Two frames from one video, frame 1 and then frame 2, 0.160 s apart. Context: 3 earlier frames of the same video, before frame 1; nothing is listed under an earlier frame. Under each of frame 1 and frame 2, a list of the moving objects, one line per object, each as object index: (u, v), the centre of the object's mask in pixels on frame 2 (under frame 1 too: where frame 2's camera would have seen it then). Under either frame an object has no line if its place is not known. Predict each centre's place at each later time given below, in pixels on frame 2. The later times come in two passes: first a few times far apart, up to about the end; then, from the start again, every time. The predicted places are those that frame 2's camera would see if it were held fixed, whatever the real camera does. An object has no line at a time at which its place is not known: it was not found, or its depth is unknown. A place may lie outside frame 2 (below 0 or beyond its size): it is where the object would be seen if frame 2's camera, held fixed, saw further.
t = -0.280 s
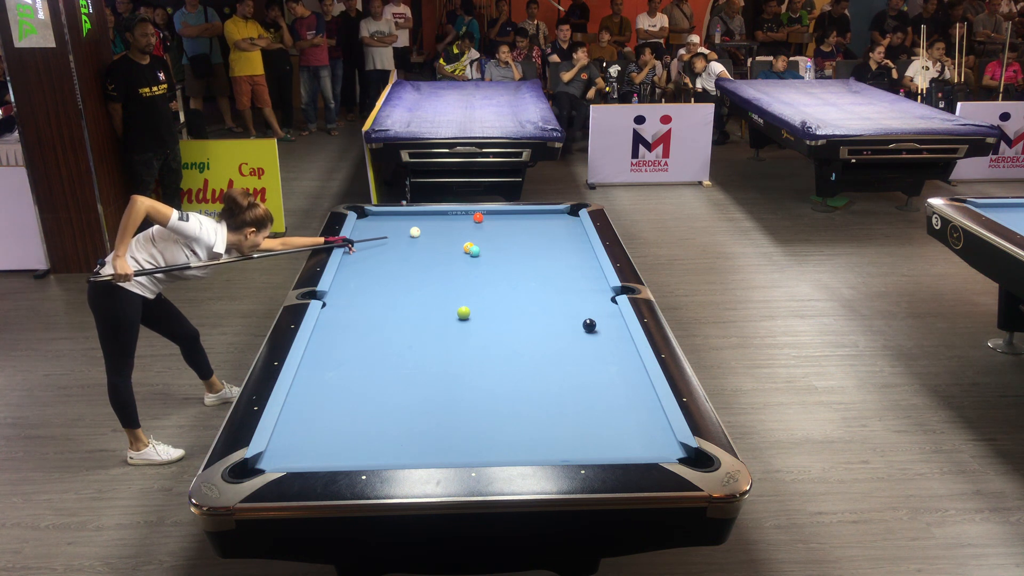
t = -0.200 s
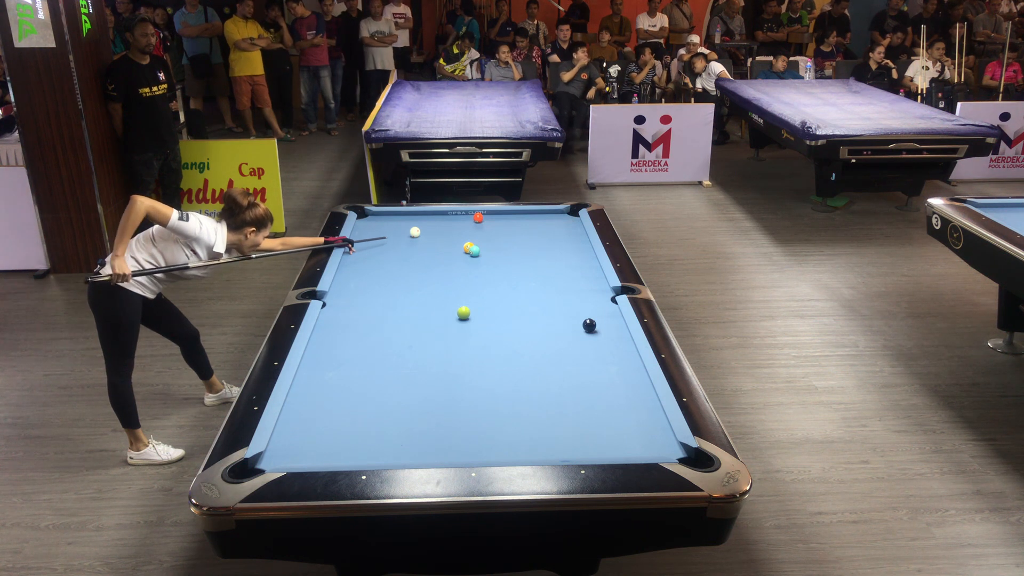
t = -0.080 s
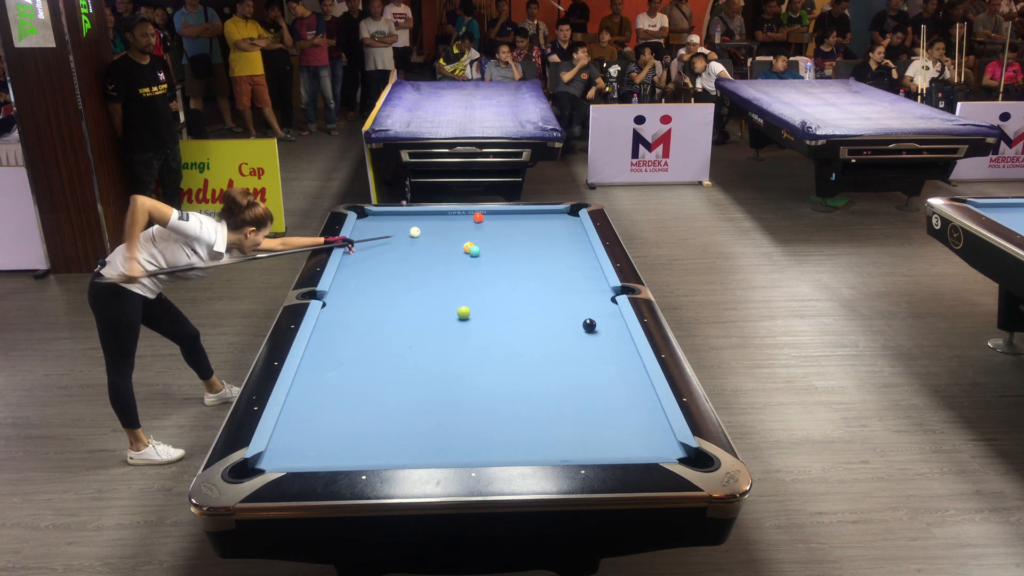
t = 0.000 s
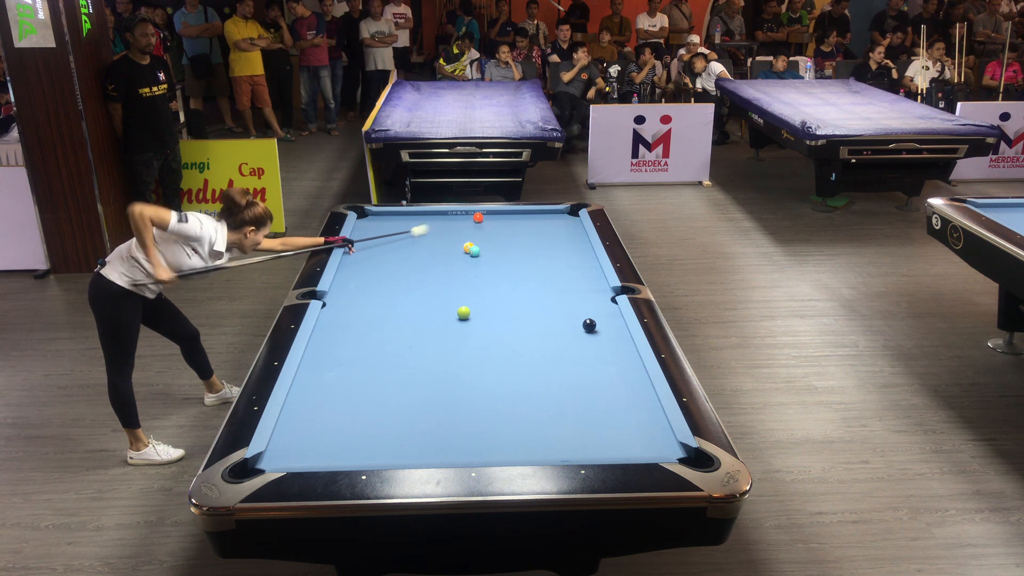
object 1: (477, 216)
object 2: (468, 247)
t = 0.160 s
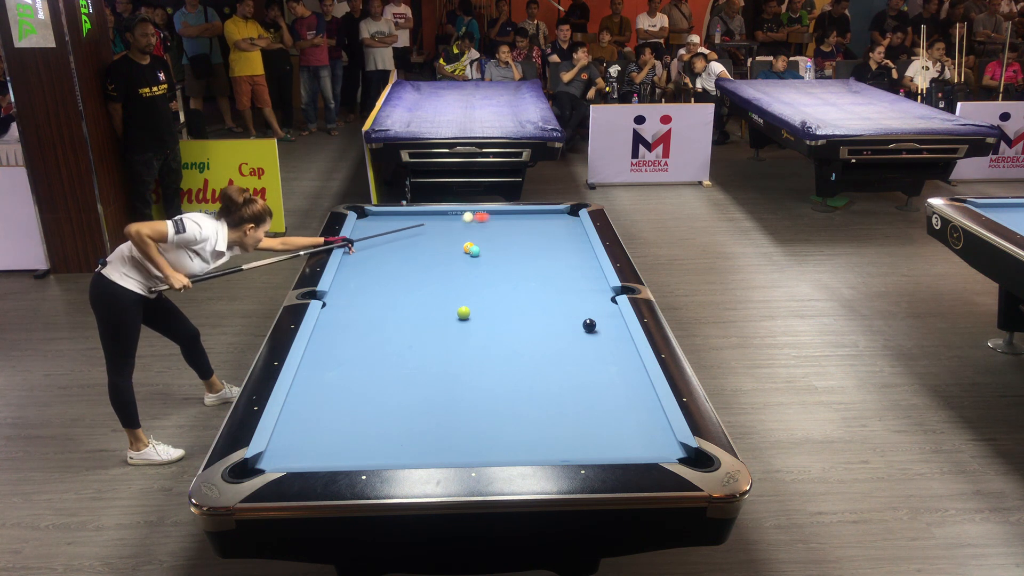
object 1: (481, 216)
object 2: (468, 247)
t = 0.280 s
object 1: (512, 216)
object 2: (468, 247)
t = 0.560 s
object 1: (569, 214)
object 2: (468, 247)
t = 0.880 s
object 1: (550, 212)
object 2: (468, 247)
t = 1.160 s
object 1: (535, 214)
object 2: (467, 247)
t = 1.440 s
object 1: (521, 216)
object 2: (460, 250)
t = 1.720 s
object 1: (508, 217)
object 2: (451, 252)
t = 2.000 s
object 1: (495, 219)
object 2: (444, 253)
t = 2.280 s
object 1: (484, 221)
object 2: (437, 255)
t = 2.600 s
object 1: (472, 222)
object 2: (431, 256)
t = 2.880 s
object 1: (463, 224)
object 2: (427, 258)
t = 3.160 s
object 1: (454, 225)
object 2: (423, 258)
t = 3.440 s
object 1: (447, 226)
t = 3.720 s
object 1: (441, 227)
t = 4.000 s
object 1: (435, 227)
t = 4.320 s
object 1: (431, 228)
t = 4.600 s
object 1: (428, 228)
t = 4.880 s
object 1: (427, 229)
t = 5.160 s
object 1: (426, 229)
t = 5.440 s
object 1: (426, 229)
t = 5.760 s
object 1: (426, 229)
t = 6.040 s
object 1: (426, 229)
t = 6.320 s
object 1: (426, 229)
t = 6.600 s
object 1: (426, 229)
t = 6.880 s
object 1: (426, 229)
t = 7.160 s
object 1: (426, 229)
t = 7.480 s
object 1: (426, 229)
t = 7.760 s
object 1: (426, 229)
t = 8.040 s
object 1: (426, 229)
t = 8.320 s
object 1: (426, 229)
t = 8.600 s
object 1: (426, 229)
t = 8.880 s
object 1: (426, 229)
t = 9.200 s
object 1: (426, 229)
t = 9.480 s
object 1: (426, 229)
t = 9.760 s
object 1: (426, 229)
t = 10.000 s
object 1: (426, 229)
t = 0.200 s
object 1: (489, 215)
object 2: (468, 247)
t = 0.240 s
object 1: (503, 216)
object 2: (468, 247)
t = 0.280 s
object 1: (512, 216)
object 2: (468, 247)
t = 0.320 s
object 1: (522, 215)
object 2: (468, 247)
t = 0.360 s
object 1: (530, 215)
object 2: (468, 247)
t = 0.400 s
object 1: (538, 215)
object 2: (468, 247)
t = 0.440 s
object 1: (546, 215)
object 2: (467, 247)
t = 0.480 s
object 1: (554, 214)
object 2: (468, 247)
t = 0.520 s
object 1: (561, 214)
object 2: (467, 247)
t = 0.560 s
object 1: (569, 214)
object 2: (468, 247)
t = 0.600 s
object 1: (573, 214)
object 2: (468, 247)
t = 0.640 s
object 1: (568, 213)
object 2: (468, 247)
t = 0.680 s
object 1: (565, 213)
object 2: (468, 247)
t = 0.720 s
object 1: (561, 212)
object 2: (468, 247)
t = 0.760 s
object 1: (558, 212)
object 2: (467, 247)
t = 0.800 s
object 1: (555, 212)
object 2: (468, 247)
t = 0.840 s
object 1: (552, 212)
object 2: (468, 247)
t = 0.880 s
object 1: (550, 212)
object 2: (468, 247)
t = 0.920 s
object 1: (548, 212)
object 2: (468, 247)
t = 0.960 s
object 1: (546, 213)
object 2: (468, 247)
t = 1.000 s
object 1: (544, 213)
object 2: (467, 247)
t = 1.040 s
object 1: (542, 213)
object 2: (467, 247)
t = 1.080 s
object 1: (540, 214)
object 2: (467, 247)
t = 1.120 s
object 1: (537, 214)
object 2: (467, 247)
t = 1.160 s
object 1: (535, 214)
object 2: (467, 247)
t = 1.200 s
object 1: (533, 214)
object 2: (467, 247)
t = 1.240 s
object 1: (531, 214)
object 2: (466, 248)
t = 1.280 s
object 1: (529, 215)
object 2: (465, 248)
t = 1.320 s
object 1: (527, 215)
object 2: (464, 249)
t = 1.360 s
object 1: (525, 215)
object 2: (463, 249)
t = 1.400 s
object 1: (523, 215)
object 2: (461, 249)
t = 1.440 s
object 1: (521, 216)
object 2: (460, 250)
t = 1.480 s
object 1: (519, 216)
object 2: (459, 250)
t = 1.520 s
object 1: (517, 216)
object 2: (457, 250)
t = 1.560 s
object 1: (515, 216)
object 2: (456, 250)
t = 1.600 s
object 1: (513, 217)
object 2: (455, 251)
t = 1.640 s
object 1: (511, 217)
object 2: (454, 251)
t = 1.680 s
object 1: (510, 217)
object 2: (453, 251)
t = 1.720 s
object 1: (508, 217)
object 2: (451, 252)
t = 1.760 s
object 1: (506, 218)
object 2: (450, 252)
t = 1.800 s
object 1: (504, 218)
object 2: (449, 252)
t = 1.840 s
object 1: (502, 218)
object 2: (448, 252)
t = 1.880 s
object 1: (501, 218)
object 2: (447, 253)
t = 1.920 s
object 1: (499, 218)
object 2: (446, 253)
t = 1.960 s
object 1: (497, 219)
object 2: (445, 253)
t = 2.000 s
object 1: (495, 219)
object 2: (444, 253)
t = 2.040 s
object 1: (494, 219)
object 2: (443, 254)
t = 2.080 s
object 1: (492, 219)
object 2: (442, 254)
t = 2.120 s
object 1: (490, 220)
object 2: (441, 254)
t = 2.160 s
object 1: (489, 220)
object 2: (440, 255)
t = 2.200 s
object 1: (487, 220)
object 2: (439, 255)
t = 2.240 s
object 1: (486, 220)
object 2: (438, 255)
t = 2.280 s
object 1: (484, 221)
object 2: (437, 255)
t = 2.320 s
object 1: (482, 221)
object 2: (436, 255)
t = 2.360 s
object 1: (481, 221)
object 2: (436, 255)
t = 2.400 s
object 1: (479, 221)
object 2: (435, 256)
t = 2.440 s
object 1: (478, 221)
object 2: (434, 256)
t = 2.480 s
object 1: (476, 222)
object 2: (433, 256)
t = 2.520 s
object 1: (475, 222)
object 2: (432, 256)
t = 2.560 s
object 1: (473, 222)
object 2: (432, 256)
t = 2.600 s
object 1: (472, 222)
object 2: (431, 256)
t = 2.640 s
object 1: (470, 222)
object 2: (430, 257)
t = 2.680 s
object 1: (469, 223)
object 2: (430, 257)
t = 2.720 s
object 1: (468, 223)
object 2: (429, 257)
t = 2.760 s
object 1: (466, 223)
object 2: (428, 257)
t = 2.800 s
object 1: (465, 223)
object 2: (428, 257)
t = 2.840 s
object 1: (464, 223)
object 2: (427, 257)
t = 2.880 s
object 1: (463, 224)
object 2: (427, 258)
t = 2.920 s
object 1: (461, 224)
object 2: (426, 258)
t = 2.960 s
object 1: (460, 224)
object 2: (426, 258)
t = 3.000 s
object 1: (459, 224)
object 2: (425, 258)
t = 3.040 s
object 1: (458, 224)
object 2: (425, 258)
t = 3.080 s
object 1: (456, 224)
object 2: (424, 258)
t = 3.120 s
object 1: (455, 225)
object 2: (424, 258)
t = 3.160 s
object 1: (454, 225)
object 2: (423, 258)
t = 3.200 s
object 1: (453, 225)
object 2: (423, 258)
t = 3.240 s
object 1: (452, 225)
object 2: (422, 258)
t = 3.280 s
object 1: (451, 225)
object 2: (422, 258)
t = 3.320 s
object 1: (450, 225)
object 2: (422, 258)
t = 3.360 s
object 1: (449, 225)
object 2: (422, 259)
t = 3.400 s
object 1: (448, 226)
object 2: (421, 259)
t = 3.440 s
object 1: (447, 226)
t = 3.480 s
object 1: (446, 226)
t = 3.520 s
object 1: (445, 226)
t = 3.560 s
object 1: (444, 226)
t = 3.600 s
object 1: (443, 226)
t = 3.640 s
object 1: (442, 226)
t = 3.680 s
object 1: (441, 226)
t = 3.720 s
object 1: (441, 227)
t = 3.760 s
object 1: (440, 227)
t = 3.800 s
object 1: (439, 227)
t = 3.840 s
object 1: (438, 227)
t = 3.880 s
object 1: (438, 227)
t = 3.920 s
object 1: (437, 227)
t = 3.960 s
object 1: (436, 227)
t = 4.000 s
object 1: (435, 227)
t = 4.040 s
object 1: (435, 228)
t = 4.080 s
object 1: (434, 228)
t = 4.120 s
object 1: (434, 228)
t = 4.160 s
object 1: (433, 228)
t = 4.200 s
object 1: (432, 228)
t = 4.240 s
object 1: (432, 228)
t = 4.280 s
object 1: (431, 228)
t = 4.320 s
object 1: (431, 228)
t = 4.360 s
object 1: (430, 228)
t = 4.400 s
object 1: (430, 228)
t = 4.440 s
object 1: (430, 228)
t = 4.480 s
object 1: (429, 228)
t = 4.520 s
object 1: (429, 228)
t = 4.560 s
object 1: (428, 228)
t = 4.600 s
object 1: (428, 228)
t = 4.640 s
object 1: (428, 228)
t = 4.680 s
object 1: (427, 228)
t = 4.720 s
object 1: (427, 228)
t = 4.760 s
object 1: (427, 228)
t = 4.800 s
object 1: (427, 229)
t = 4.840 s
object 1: (427, 228)
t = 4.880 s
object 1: (427, 229)
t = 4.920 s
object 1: (427, 229)
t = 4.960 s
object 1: (426, 229)
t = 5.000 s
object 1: (426, 229)
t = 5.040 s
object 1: (426, 229)
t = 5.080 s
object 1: (426, 229)
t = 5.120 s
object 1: (426, 229)
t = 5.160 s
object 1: (426, 229)
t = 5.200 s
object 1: (426, 229)
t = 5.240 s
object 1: (426, 229)
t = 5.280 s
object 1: (426, 229)
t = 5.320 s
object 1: (426, 229)
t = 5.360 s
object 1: (426, 229)
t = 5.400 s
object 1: (426, 229)
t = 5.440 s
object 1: (426, 229)
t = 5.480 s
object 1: (426, 229)
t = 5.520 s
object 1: (426, 229)
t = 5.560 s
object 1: (426, 229)
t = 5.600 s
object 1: (426, 229)
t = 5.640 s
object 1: (426, 229)
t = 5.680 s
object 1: (426, 229)
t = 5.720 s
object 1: (426, 229)
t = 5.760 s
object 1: (426, 229)
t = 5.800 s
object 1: (426, 229)
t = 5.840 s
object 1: (426, 229)
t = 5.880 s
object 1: (426, 229)
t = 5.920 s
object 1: (426, 229)
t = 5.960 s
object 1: (426, 229)
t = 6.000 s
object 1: (426, 229)
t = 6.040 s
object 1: (426, 229)
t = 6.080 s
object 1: (426, 229)
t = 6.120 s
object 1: (426, 229)
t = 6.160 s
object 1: (426, 229)
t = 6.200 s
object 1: (426, 229)
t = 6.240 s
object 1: (426, 229)
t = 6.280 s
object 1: (426, 229)
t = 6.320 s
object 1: (426, 229)
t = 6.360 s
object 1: (426, 229)
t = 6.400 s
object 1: (426, 229)
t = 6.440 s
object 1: (426, 229)
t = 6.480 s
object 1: (426, 229)
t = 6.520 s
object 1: (426, 229)
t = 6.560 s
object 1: (426, 229)
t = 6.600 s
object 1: (426, 229)
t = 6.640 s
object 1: (426, 229)
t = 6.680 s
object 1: (426, 229)
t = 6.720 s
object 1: (426, 229)
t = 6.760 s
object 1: (426, 229)
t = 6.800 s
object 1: (426, 229)
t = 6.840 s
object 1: (426, 229)
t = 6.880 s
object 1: (426, 229)
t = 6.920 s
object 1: (426, 229)
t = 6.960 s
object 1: (426, 229)
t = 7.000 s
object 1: (426, 229)
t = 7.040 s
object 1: (426, 229)
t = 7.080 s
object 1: (426, 229)
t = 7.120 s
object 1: (426, 229)
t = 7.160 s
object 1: (426, 229)
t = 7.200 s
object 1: (426, 229)
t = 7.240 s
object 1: (426, 229)
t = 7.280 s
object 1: (426, 229)
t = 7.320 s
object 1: (426, 229)
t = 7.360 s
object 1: (426, 229)
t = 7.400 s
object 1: (426, 229)
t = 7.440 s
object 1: (426, 229)
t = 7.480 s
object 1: (426, 229)
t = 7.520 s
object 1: (426, 229)
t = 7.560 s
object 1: (426, 229)
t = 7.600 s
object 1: (426, 229)
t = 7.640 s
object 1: (426, 229)
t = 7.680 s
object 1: (426, 229)
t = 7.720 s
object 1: (426, 229)
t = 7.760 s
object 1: (426, 229)
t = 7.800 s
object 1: (426, 229)
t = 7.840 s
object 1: (426, 229)
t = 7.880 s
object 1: (426, 229)
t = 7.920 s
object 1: (426, 229)
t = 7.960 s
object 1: (426, 229)
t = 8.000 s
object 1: (426, 229)
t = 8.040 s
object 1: (426, 229)
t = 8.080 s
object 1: (426, 229)
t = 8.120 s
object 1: (426, 229)
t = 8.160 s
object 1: (426, 229)
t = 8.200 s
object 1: (426, 229)
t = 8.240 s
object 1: (426, 229)
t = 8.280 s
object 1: (426, 229)
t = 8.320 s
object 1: (426, 229)
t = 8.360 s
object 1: (426, 229)
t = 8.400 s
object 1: (426, 229)
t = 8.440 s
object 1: (426, 229)
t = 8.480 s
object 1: (426, 229)
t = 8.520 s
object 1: (426, 229)
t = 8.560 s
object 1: (426, 229)
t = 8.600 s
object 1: (426, 229)
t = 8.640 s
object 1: (426, 229)
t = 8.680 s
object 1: (426, 229)
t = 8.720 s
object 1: (426, 229)
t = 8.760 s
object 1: (426, 229)
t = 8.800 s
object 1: (426, 229)
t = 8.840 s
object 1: (426, 229)
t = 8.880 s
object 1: (426, 229)
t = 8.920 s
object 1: (426, 229)
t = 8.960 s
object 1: (426, 229)
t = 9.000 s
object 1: (426, 229)
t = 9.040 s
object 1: (426, 229)
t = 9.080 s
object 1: (426, 229)
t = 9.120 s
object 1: (426, 229)
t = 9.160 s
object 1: (426, 229)
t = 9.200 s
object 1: (426, 229)
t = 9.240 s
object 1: (426, 229)
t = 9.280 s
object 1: (426, 229)
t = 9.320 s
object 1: (426, 229)
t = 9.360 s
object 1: (426, 229)
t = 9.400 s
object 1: (426, 229)
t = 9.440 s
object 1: (426, 229)
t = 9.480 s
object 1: (426, 229)
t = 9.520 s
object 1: (426, 229)
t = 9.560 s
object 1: (426, 229)
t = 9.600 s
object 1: (426, 229)
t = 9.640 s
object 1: (426, 229)
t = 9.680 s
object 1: (426, 229)
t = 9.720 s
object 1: (426, 229)
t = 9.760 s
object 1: (426, 229)
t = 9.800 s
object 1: (426, 229)
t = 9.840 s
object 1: (426, 229)
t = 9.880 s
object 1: (426, 229)
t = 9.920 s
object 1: (426, 229)
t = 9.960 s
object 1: (426, 229)
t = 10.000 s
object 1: (426, 229)
